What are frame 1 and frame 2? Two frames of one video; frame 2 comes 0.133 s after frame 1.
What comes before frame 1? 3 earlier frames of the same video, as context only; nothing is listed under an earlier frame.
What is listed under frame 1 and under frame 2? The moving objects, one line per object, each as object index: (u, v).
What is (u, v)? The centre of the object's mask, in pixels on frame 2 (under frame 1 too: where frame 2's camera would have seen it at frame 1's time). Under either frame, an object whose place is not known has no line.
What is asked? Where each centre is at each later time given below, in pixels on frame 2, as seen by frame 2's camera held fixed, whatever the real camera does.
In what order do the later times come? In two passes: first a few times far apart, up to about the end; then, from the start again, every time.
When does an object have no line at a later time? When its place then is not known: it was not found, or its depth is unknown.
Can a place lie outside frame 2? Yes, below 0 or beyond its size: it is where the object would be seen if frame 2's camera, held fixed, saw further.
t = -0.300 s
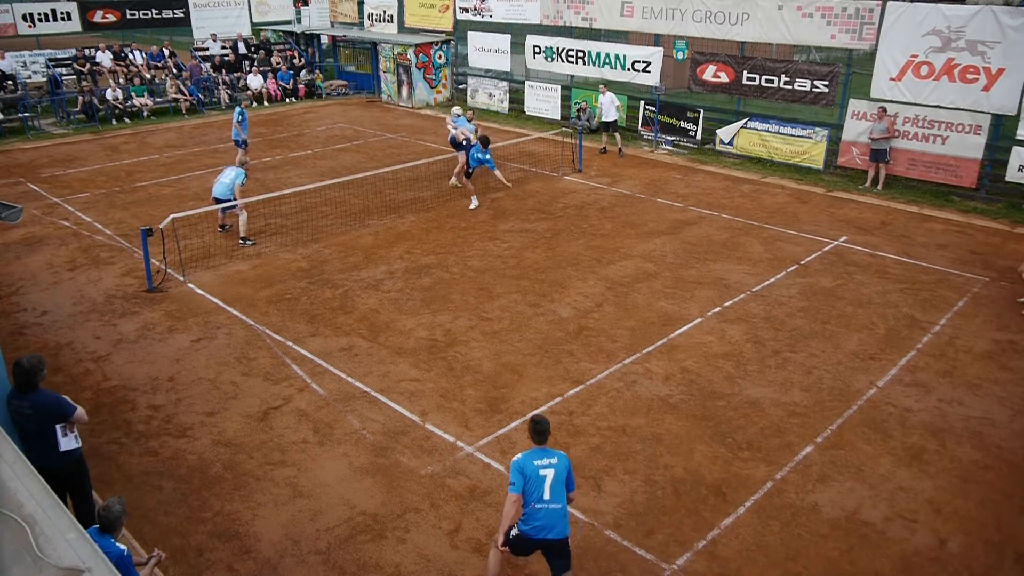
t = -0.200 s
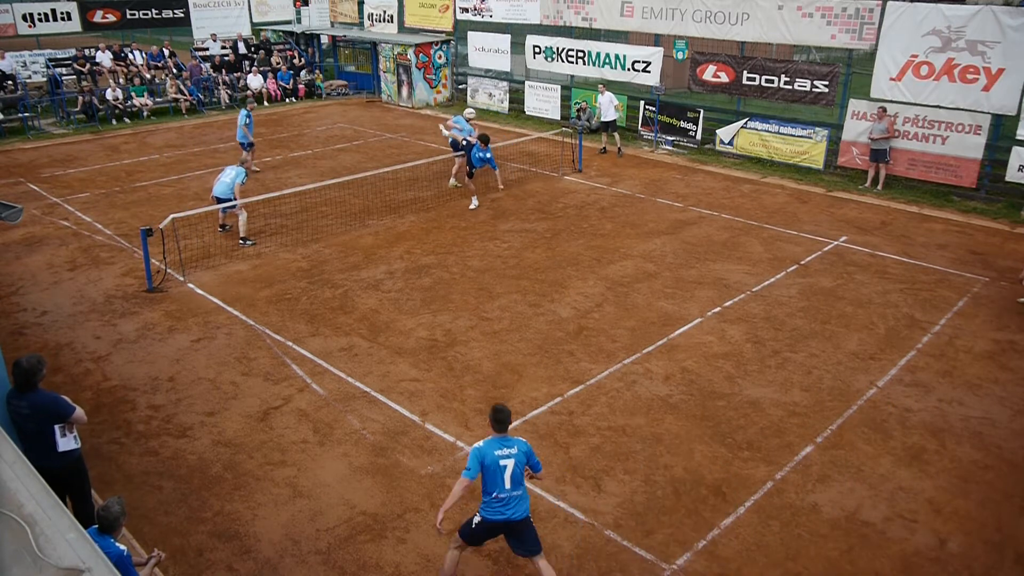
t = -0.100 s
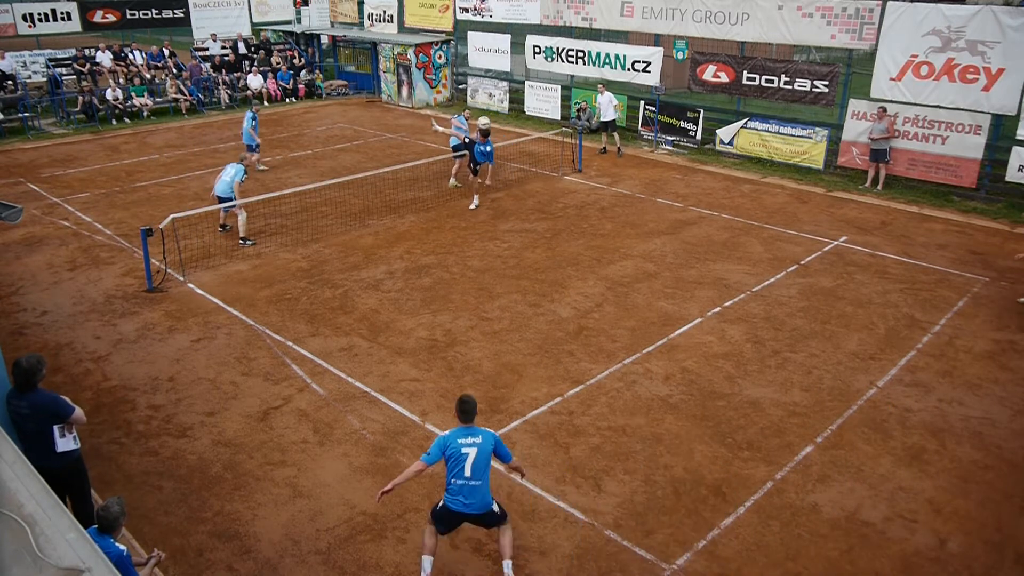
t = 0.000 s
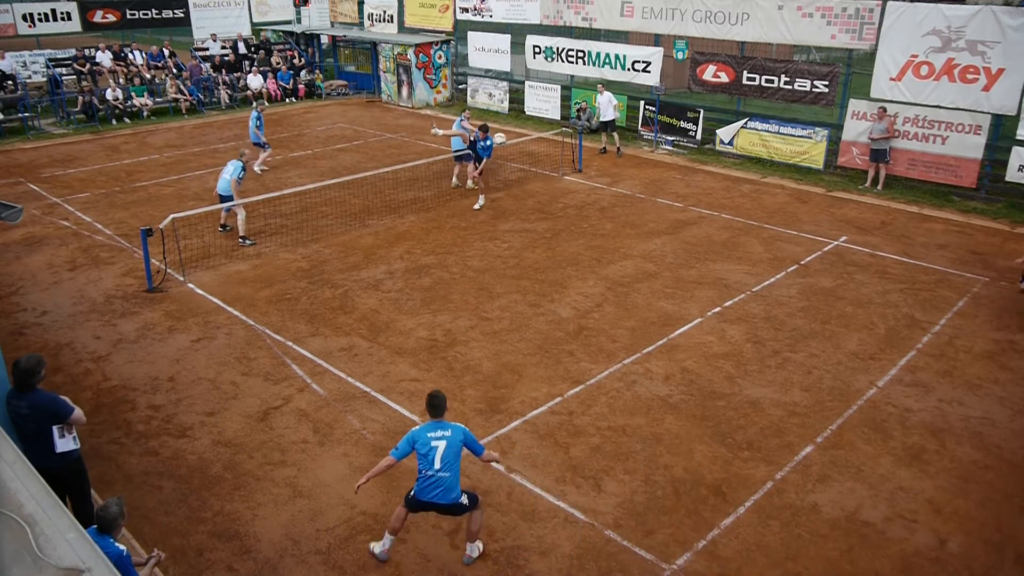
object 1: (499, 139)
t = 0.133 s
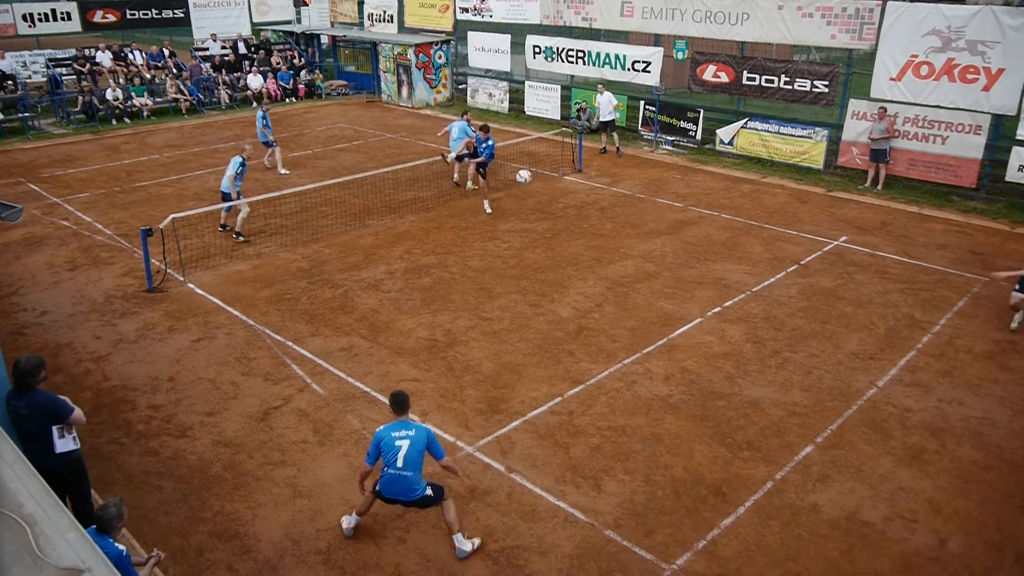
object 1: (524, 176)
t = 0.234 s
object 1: (544, 217)
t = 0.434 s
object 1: (592, 334)
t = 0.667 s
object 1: (636, 350)
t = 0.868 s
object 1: (683, 378)
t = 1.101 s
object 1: (757, 492)
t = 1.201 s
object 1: (795, 570)
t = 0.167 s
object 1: (530, 189)
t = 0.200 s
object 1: (537, 202)
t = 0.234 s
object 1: (544, 217)
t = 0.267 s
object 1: (552, 233)
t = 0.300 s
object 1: (559, 249)
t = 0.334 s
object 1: (567, 269)
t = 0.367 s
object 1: (575, 289)
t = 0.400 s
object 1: (583, 310)
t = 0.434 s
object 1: (592, 334)
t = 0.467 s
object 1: (601, 358)
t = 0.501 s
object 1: (606, 359)
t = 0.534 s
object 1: (612, 356)
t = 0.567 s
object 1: (618, 353)
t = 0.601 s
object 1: (623, 351)
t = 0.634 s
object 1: (629, 351)
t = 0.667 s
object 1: (636, 350)
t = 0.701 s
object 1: (643, 351)
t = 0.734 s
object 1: (650, 354)
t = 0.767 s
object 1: (658, 358)
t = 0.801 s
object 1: (666, 363)
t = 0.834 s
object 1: (674, 369)
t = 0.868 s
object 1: (683, 378)
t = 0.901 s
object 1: (692, 387)
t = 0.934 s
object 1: (702, 399)
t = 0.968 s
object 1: (712, 413)
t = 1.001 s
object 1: (722, 429)
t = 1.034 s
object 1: (734, 447)
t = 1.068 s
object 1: (745, 469)
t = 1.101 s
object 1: (757, 492)
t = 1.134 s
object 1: (770, 519)
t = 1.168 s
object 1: (784, 549)
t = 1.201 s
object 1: (795, 570)
